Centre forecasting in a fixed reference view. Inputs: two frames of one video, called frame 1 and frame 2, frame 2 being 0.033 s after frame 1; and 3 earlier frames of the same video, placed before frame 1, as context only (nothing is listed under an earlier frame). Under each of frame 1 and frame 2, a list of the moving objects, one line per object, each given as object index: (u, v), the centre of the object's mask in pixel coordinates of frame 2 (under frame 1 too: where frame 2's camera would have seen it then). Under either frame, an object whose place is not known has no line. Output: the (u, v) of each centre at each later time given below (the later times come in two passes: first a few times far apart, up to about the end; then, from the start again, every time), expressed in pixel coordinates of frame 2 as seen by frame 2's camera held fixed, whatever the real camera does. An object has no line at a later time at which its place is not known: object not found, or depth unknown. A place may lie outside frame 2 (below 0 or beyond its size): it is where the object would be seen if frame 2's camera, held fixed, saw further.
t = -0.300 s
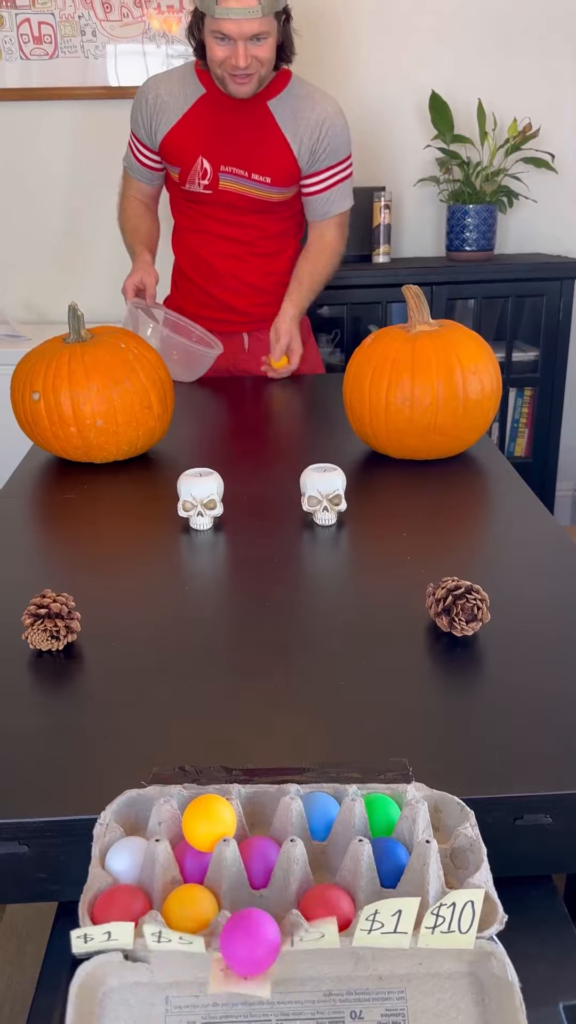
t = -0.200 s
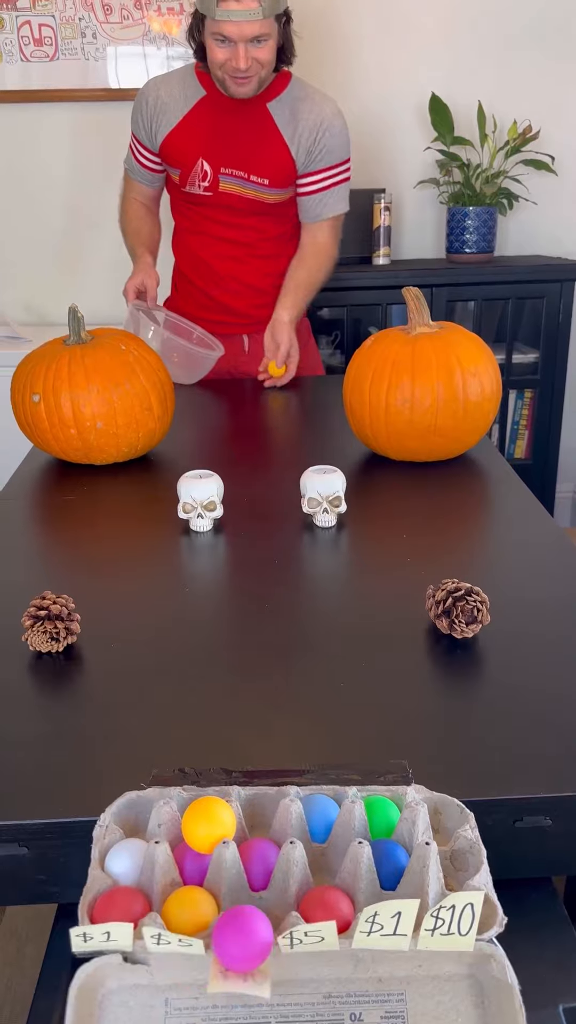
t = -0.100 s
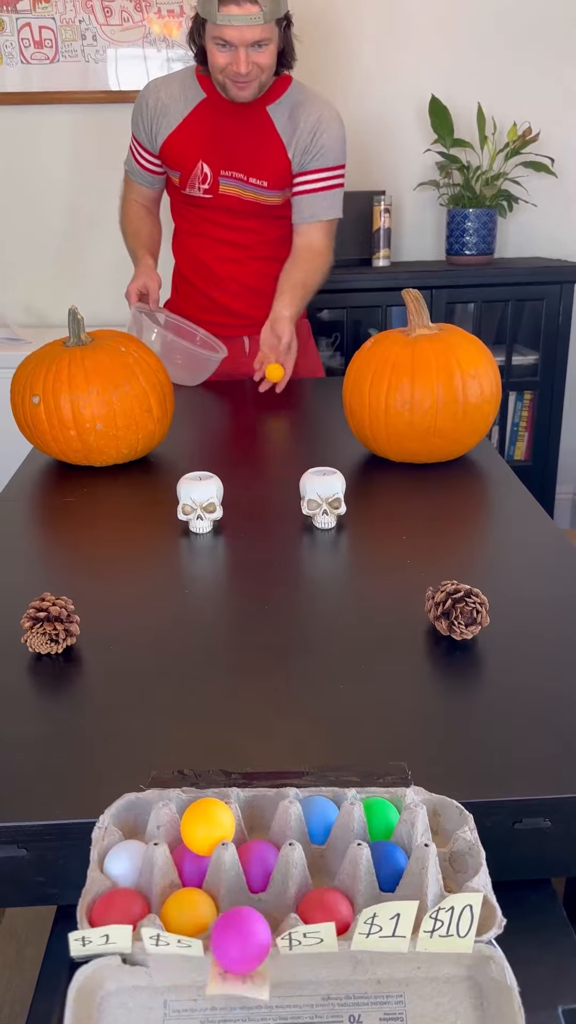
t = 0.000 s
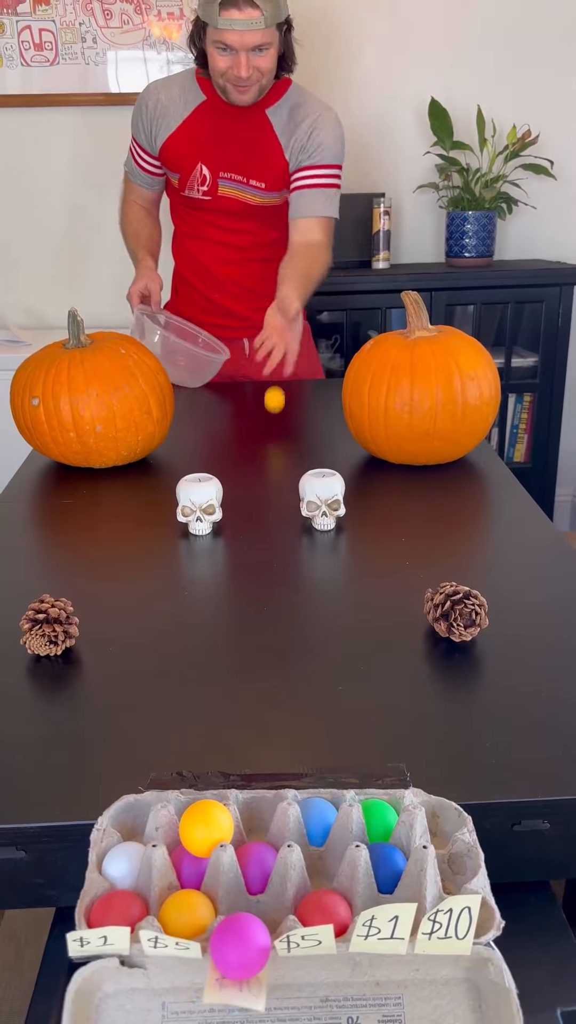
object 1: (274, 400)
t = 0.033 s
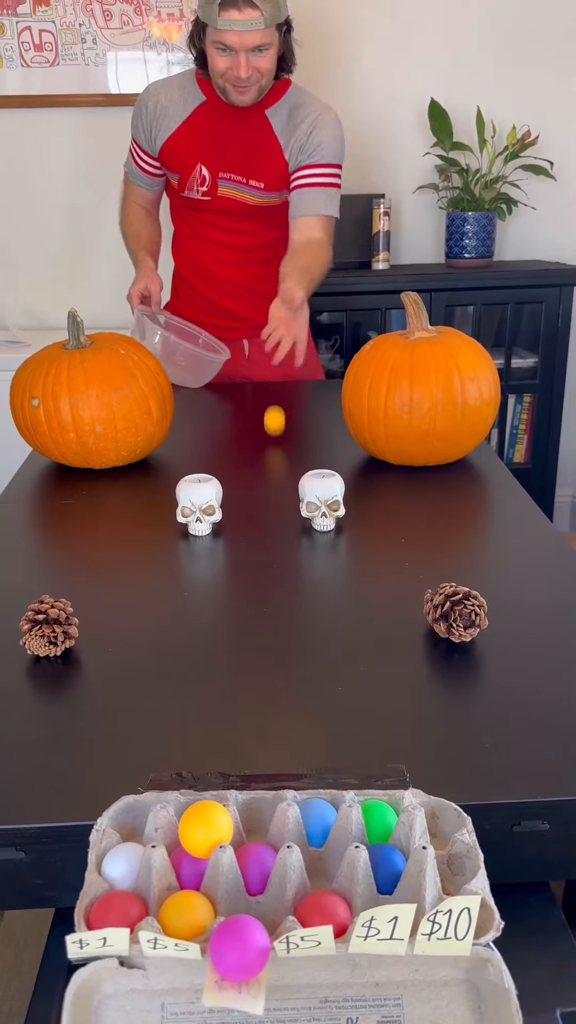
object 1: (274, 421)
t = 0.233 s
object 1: (276, 485)
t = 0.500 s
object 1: (283, 574)
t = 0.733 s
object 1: (280, 743)
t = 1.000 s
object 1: (256, 838)
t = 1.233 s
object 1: (256, 838)
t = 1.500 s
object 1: (256, 838)
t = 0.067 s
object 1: (274, 434)
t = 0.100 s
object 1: (274, 432)
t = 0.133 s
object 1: (274, 435)
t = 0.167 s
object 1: (275, 445)
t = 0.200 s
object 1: (275, 461)
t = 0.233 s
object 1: (276, 485)
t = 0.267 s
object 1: (276, 490)
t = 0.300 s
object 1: (277, 491)
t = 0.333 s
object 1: (279, 498)
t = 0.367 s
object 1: (280, 514)
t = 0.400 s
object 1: (282, 538)
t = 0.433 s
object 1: (282, 550)
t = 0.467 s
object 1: (283, 558)
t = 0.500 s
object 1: (283, 574)
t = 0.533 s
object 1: (283, 598)
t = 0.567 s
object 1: (284, 619)
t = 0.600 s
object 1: (284, 634)
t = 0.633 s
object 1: (284, 658)
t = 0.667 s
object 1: (284, 688)
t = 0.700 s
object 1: (282, 711)
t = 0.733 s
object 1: (280, 743)
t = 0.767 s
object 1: (277, 755)
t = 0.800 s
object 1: (273, 753)
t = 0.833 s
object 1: (270, 761)
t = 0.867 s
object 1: (267, 778)
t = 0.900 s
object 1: (264, 810)
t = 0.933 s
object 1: (258, 835)
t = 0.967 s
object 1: (256, 838)
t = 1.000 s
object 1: (256, 838)
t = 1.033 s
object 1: (256, 838)
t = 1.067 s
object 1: (256, 838)
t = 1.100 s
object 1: (256, 838)
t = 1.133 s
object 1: (256, 838)
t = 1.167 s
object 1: (256, 838)
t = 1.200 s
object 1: (256, 838)
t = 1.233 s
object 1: (256, 838)
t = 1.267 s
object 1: (256, 838)
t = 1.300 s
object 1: (256, 838)
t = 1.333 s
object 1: (256, 838)
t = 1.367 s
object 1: (256, 838)
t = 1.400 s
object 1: (256, 838)
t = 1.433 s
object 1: (256, 838)
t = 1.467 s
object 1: (256, 838)
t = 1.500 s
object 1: (256, 838)
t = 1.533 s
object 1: (256, 838)
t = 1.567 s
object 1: (256, 838)
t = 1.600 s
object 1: (256, 837)
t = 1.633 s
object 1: (256, 837)
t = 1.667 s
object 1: (256, 837)
